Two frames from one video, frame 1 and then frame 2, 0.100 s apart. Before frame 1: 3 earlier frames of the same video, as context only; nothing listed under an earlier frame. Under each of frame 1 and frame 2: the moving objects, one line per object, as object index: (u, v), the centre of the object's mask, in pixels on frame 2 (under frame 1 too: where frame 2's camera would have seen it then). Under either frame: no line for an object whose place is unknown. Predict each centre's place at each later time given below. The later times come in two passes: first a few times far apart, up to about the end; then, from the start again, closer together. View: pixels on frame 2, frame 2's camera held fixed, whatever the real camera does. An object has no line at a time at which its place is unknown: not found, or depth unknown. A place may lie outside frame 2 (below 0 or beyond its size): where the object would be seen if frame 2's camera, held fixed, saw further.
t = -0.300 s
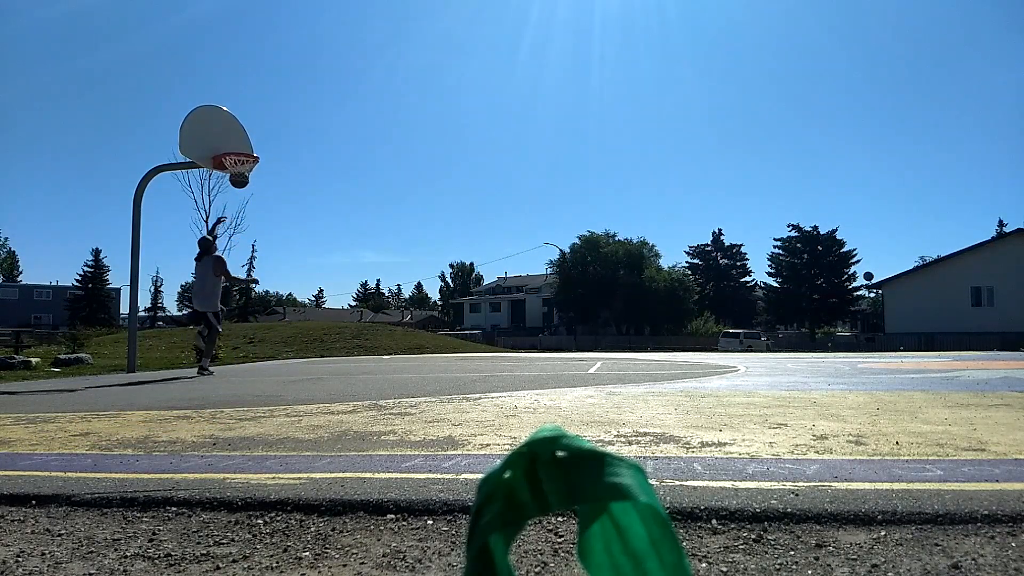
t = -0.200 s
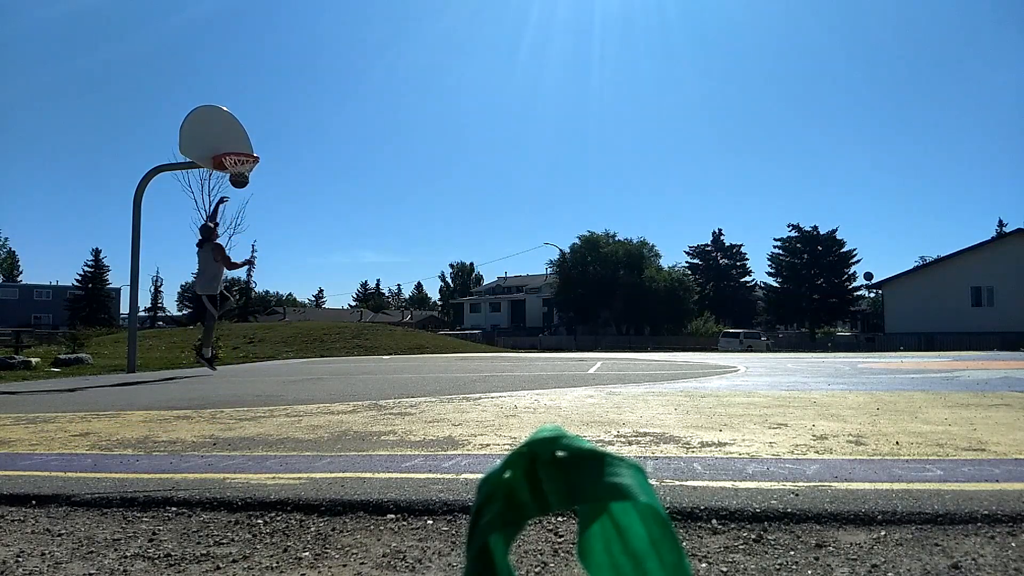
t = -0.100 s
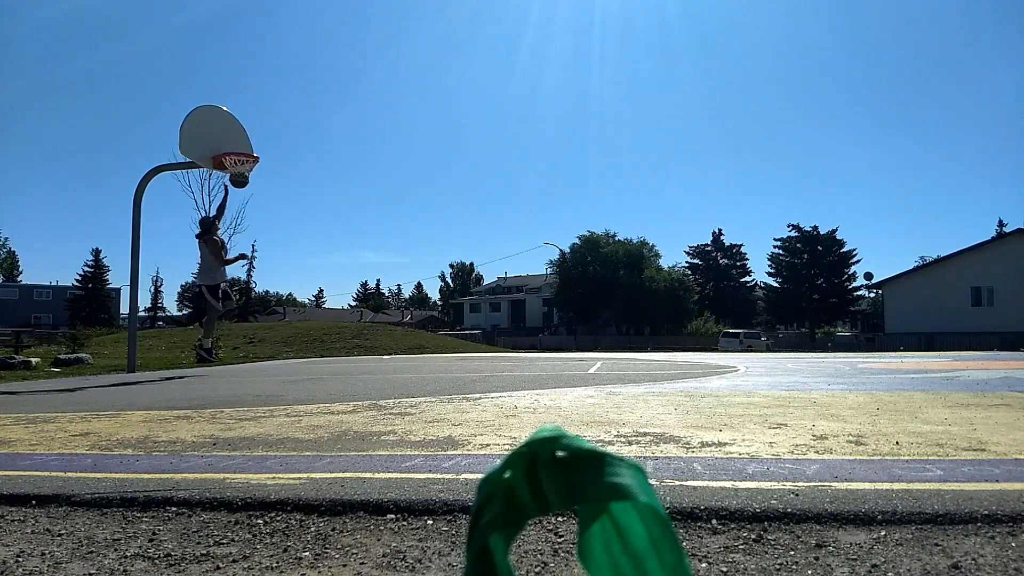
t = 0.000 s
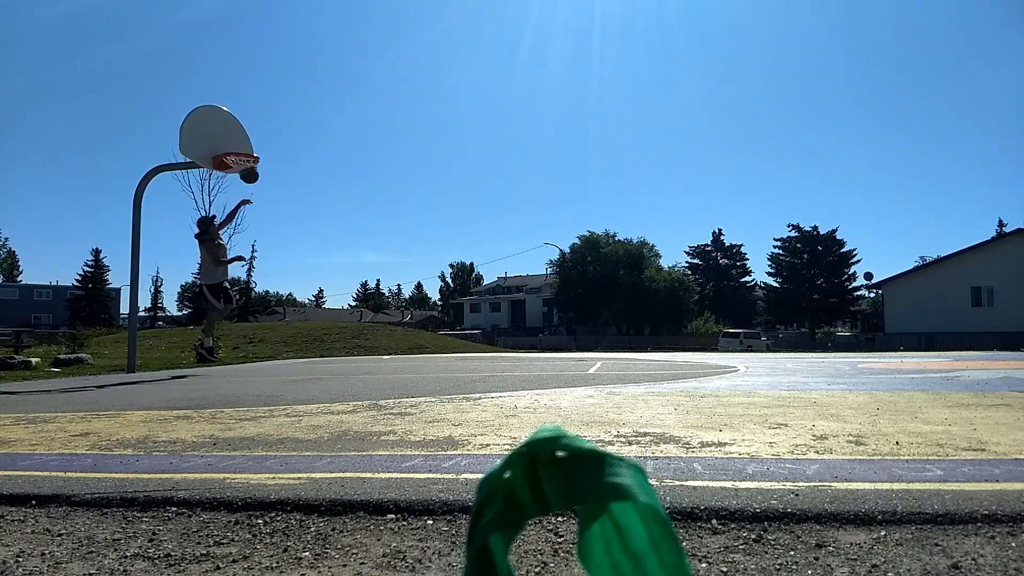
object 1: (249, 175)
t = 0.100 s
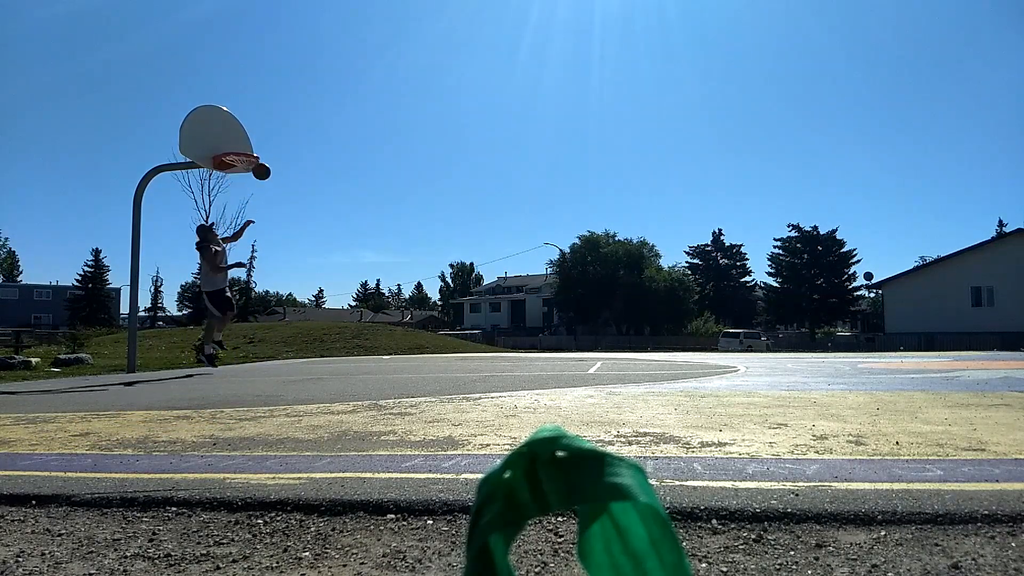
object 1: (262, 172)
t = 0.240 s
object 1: (279, 188)
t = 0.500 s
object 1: (307, 250)
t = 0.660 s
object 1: (327, 323)
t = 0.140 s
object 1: (267, 175)
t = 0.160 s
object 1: (269, 177)
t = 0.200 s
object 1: (273, 181)
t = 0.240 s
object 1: (279, 188)
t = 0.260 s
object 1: (280, 191)
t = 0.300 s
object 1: (284, 197)
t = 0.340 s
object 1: (290, 207)
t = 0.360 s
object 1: (292, 211)
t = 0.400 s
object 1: (296, 220)
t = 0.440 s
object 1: (301, 234)
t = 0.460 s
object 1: (303, 239)
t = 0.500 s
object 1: (307, 250)
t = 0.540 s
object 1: (312, 268)
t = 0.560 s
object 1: (314, 274)
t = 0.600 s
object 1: (318, 287)
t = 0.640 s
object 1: (323, 307)
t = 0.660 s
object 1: (327, 323)
